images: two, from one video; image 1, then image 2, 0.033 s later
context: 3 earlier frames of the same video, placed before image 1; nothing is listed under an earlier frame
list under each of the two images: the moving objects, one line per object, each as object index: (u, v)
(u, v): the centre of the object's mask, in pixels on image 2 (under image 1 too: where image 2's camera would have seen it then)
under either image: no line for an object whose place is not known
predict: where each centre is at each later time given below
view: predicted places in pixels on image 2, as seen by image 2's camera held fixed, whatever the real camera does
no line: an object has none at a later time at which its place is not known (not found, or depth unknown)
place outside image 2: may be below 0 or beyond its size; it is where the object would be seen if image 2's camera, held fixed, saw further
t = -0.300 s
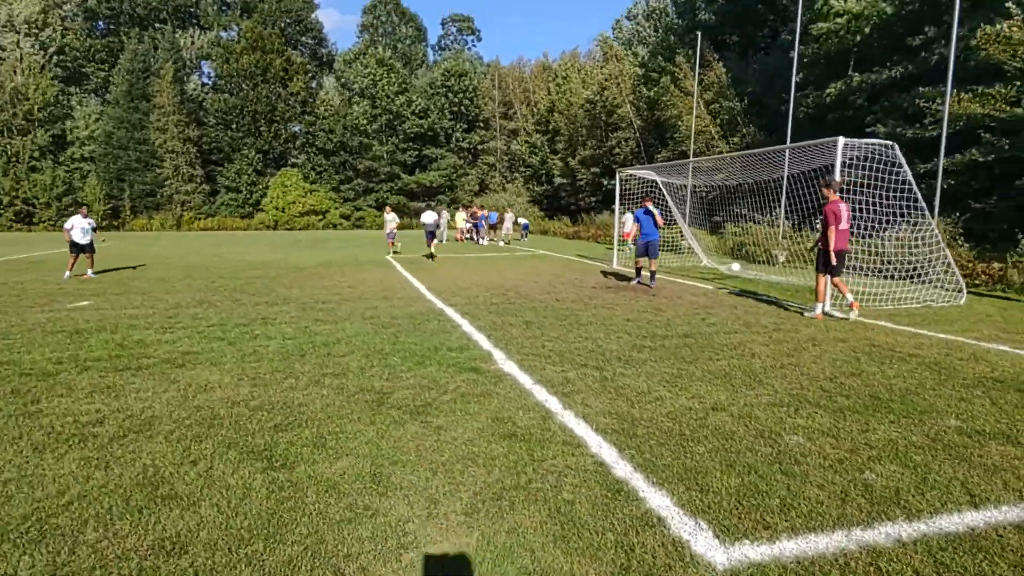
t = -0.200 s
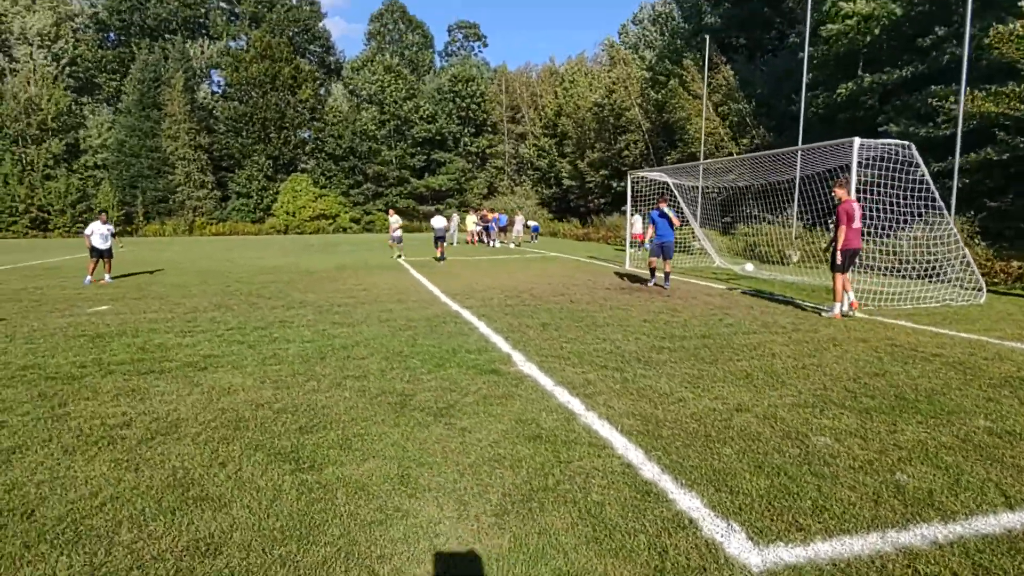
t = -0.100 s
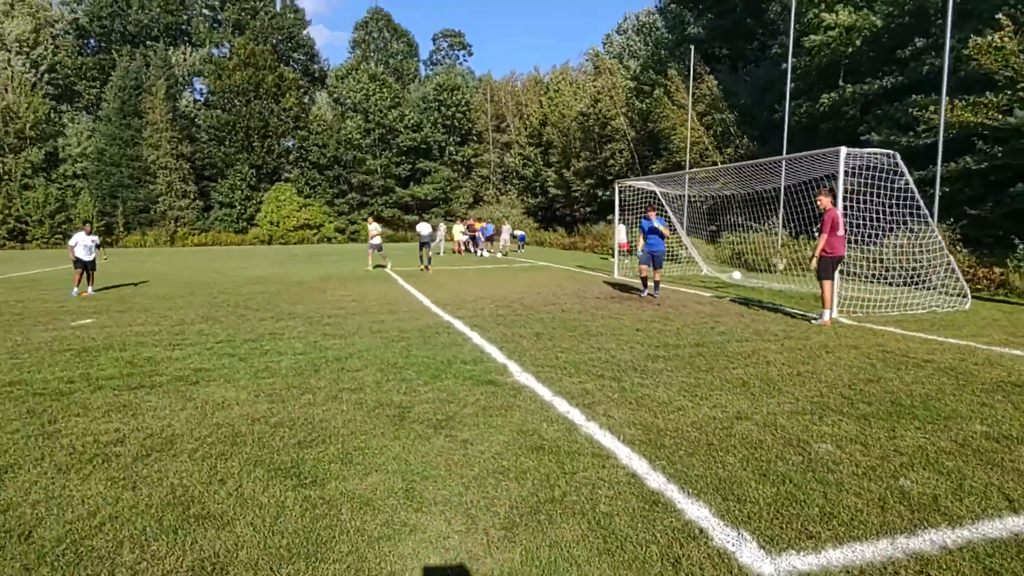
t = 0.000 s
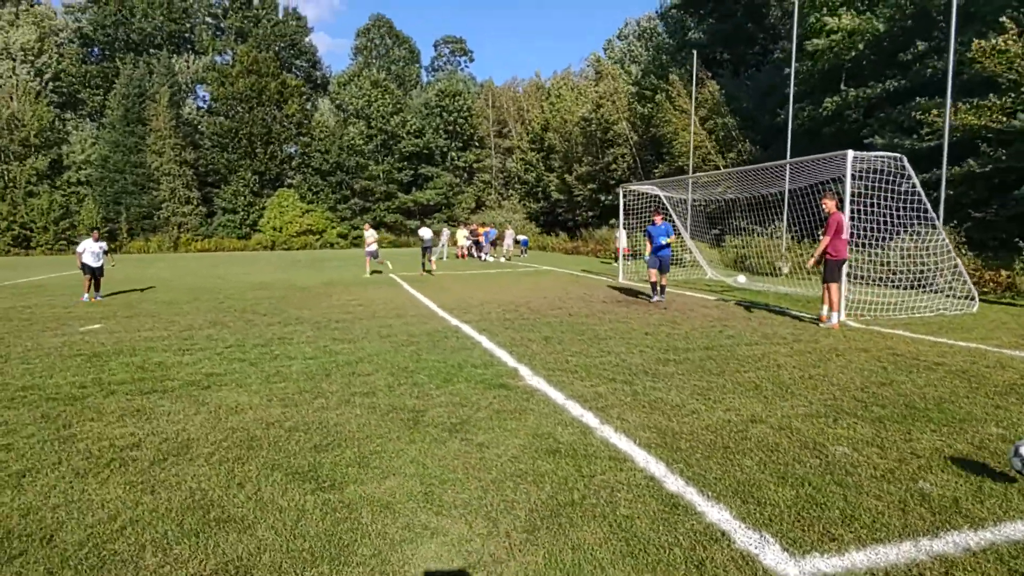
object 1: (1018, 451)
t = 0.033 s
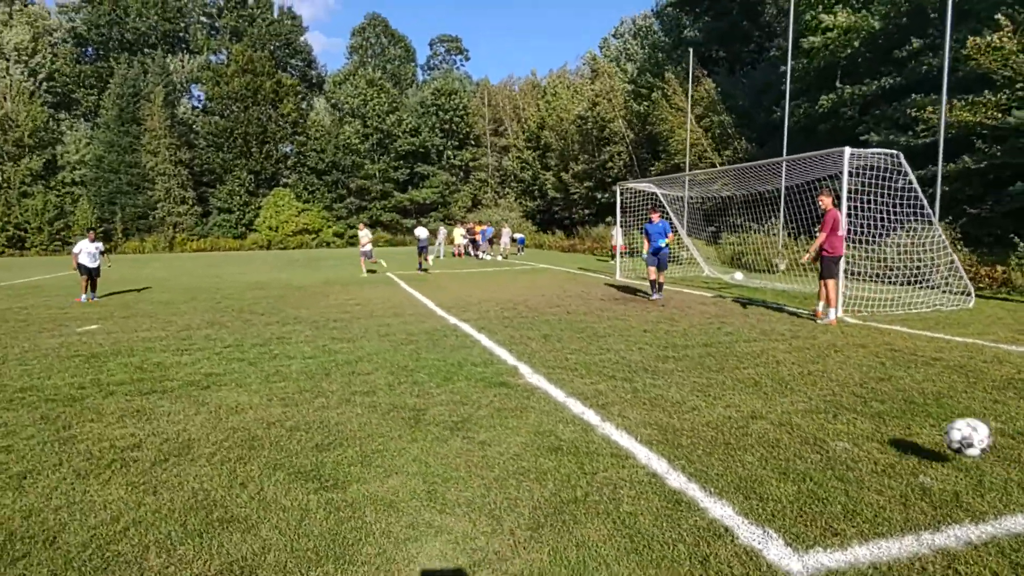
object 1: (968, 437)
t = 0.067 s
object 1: (907, 426)
